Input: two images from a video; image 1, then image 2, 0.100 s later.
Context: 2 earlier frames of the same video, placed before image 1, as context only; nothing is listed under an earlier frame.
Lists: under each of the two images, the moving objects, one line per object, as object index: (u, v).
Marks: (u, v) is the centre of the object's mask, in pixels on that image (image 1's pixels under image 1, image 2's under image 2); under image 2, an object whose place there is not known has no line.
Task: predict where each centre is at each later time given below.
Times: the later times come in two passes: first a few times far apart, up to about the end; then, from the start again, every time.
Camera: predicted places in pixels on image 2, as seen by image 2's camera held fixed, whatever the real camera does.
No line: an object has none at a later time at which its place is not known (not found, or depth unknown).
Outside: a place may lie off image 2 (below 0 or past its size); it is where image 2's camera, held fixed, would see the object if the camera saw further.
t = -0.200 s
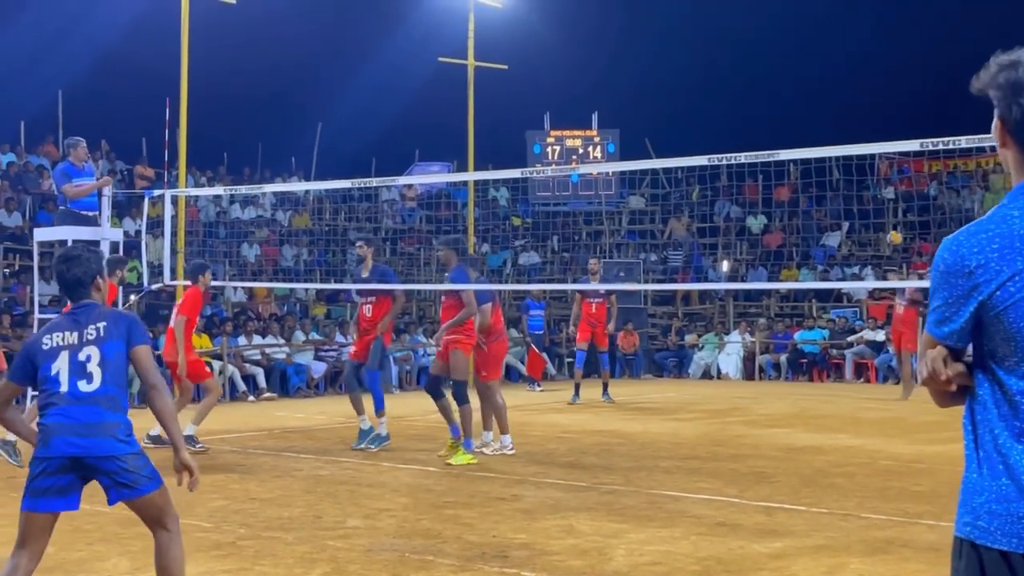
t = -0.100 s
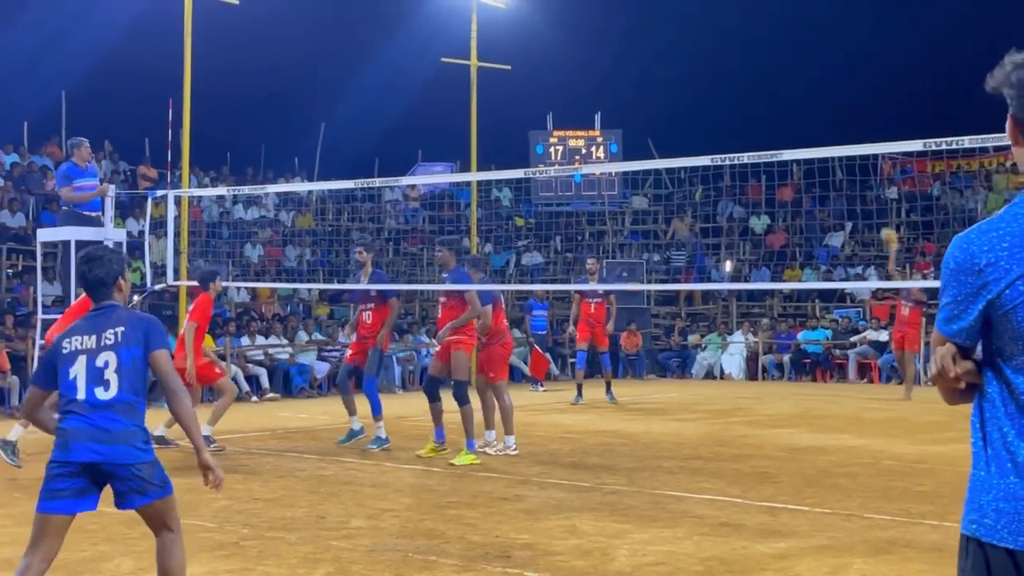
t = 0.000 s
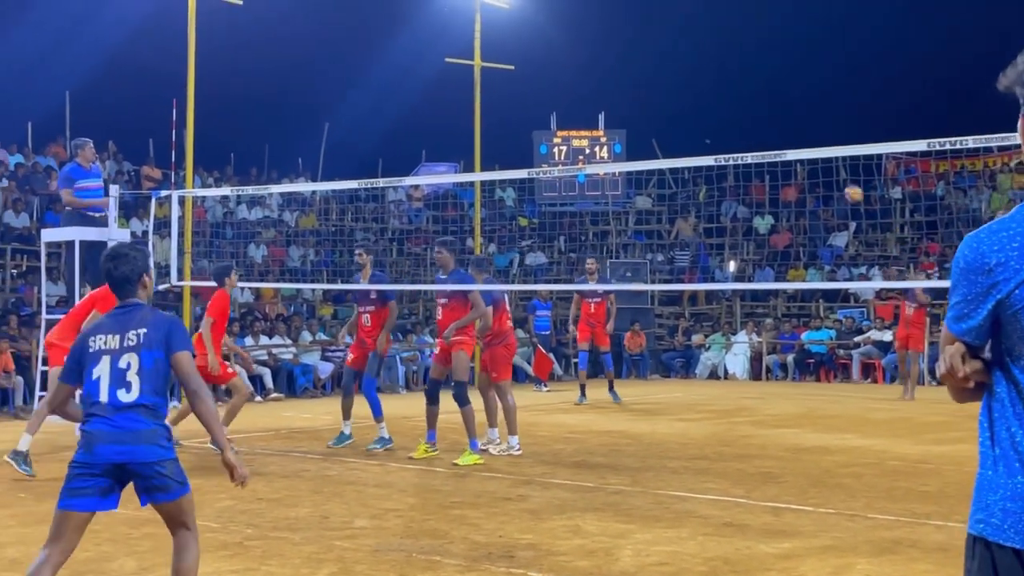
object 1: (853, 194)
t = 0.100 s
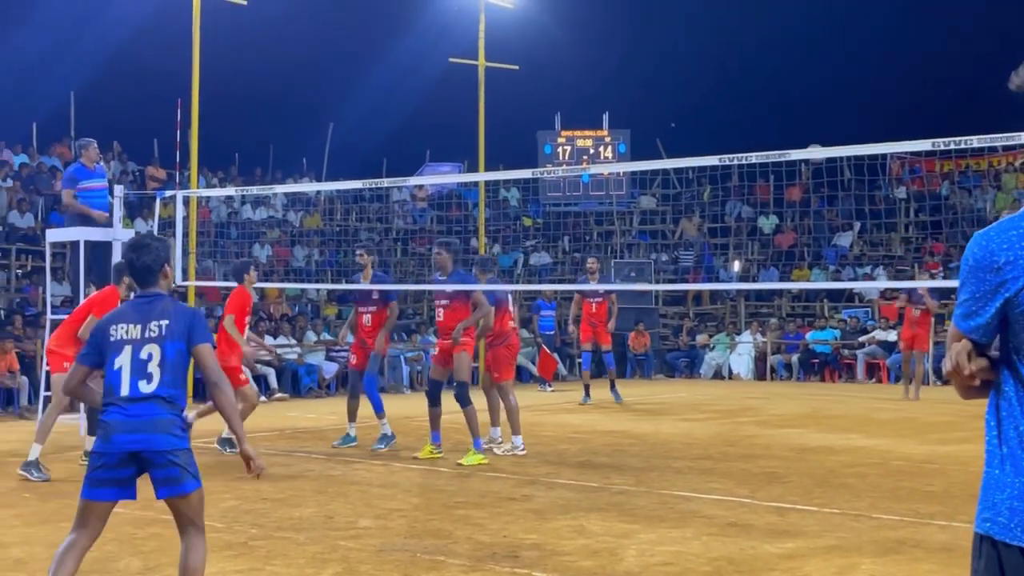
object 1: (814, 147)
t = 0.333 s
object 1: (709, 73)
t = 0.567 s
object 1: (570, 26)
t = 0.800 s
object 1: (379, 38)
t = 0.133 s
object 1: (801, 140)
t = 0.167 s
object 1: (787, 128)
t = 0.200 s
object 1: (772, 117)
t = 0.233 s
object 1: (757, 104)
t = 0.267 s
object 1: (742, 94)
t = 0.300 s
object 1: (726, 83)
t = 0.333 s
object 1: (709, 73)
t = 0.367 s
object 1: (692, 64)
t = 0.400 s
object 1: (674, 55)
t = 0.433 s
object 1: (655, 47)
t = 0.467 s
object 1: (635, 40)
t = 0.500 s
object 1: (614, 34)
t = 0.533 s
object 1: (593, 30)
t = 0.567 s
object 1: (570, 26)
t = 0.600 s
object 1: (547, 24)
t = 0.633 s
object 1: (522, 22)
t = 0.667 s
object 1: (496, 23)
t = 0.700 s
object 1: (470, 25)
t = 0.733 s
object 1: (440, 28)
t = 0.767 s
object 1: (410, 32)
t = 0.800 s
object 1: (379, 38)
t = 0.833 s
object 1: (348, 45)
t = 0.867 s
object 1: (313, 55)
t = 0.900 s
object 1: (278, 67)
